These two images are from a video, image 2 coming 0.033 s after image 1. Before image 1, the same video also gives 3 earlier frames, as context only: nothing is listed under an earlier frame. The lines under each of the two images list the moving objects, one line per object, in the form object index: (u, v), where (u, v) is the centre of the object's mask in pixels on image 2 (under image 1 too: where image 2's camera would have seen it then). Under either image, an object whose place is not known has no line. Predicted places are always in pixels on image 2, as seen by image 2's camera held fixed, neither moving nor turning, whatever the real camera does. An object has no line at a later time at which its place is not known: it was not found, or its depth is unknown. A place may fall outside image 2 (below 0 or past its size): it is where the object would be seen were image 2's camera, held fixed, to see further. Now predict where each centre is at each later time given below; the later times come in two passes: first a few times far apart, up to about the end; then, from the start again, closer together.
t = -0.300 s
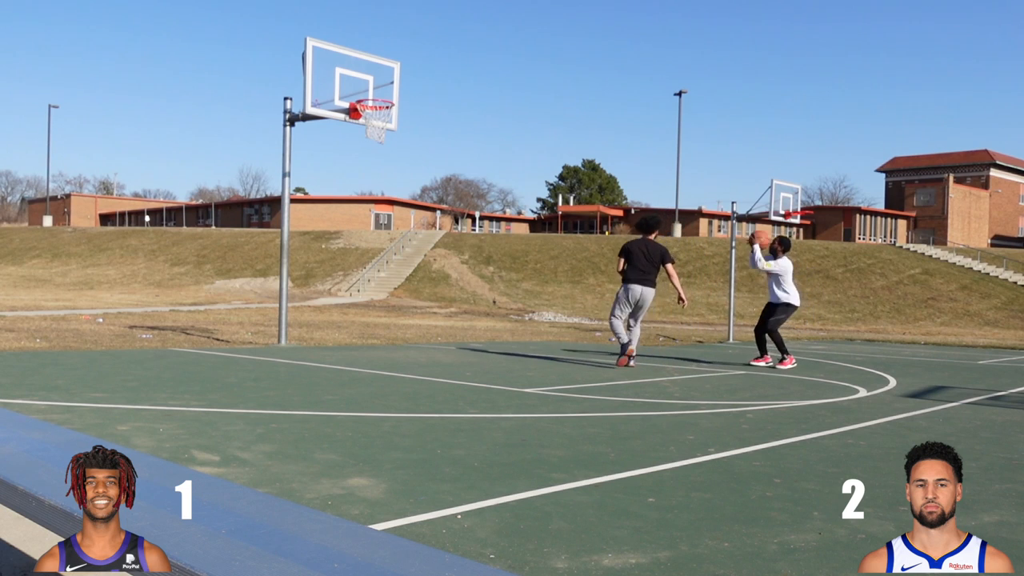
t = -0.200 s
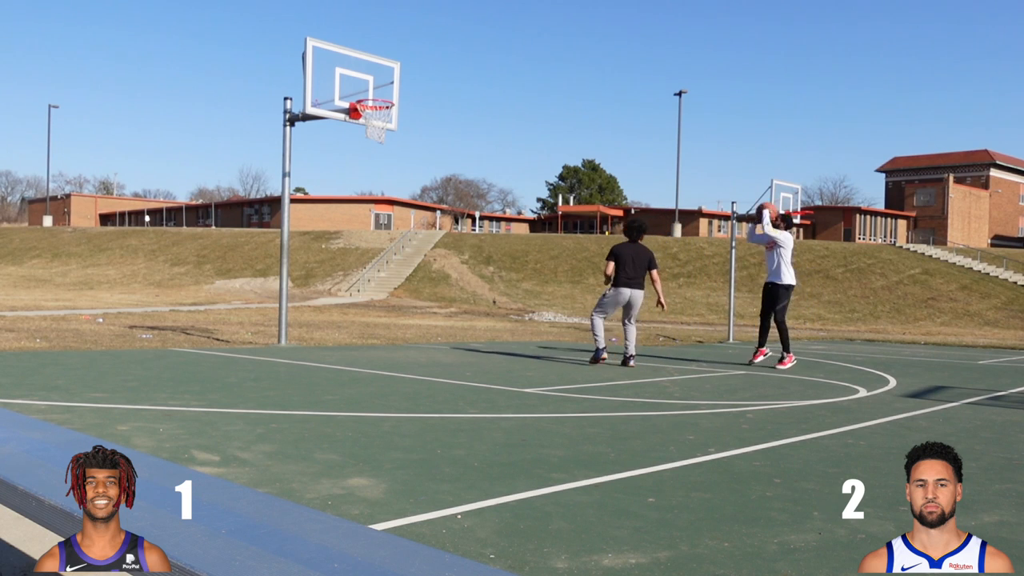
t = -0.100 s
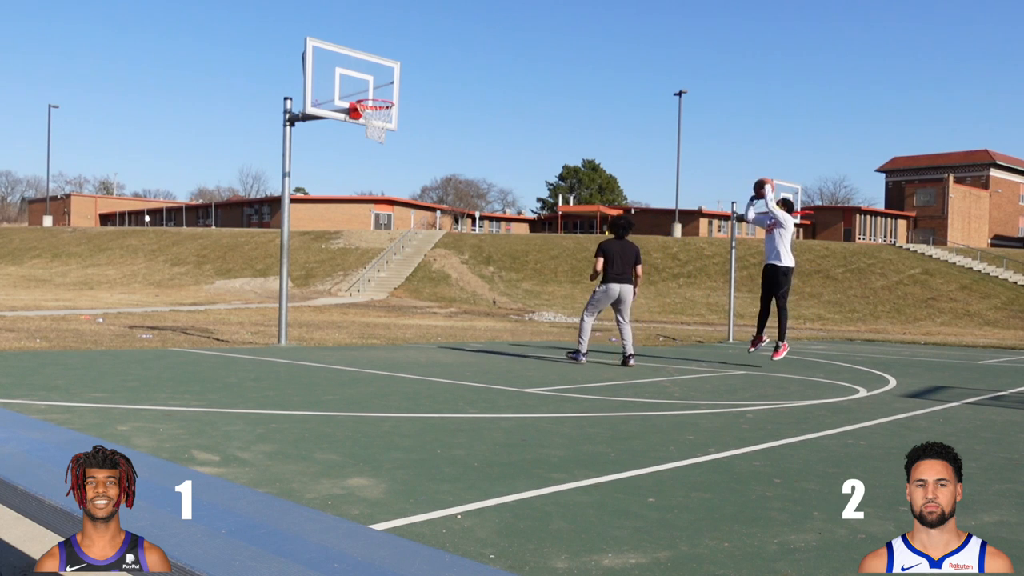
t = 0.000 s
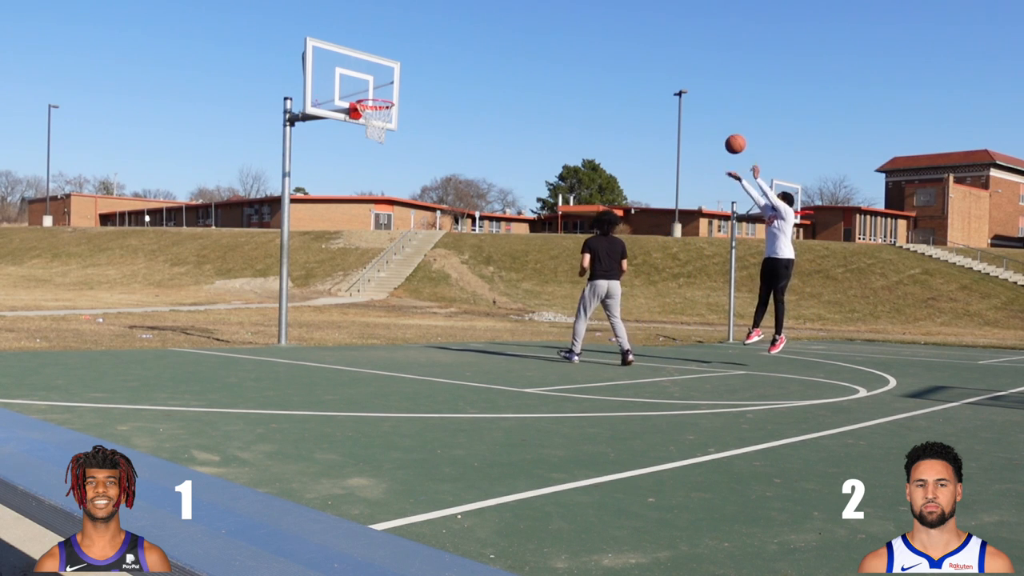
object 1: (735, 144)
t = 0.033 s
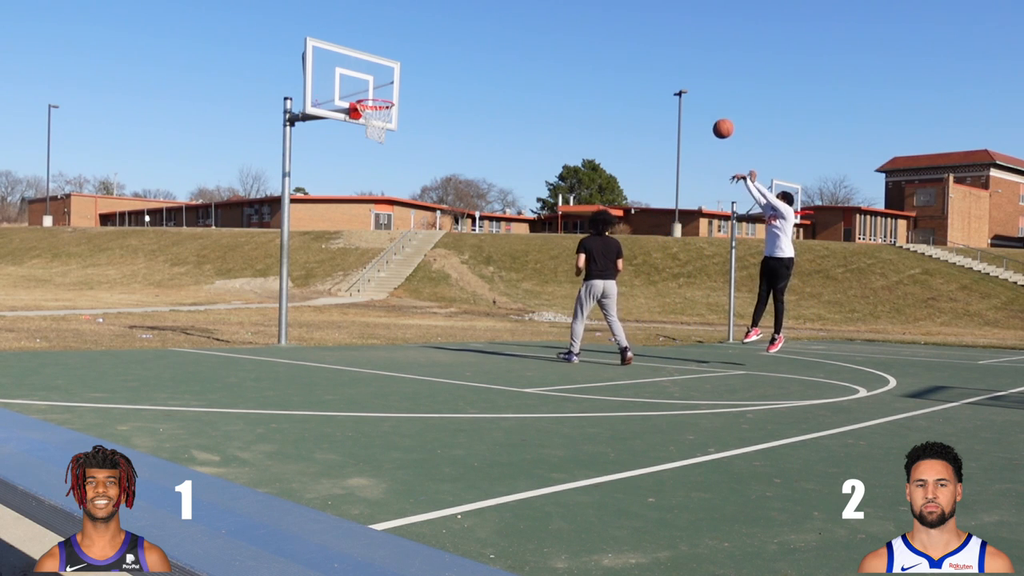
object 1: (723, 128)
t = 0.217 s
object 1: (656, 62)
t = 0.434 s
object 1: (579, 21)
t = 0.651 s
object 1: (503, 19)
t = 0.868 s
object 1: (430, 53)
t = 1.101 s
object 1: (380, 87)
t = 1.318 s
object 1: (413, 69)
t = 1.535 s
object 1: (447, 87)
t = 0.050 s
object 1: (717, 121)
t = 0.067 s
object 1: (711, 114)
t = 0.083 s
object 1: (705, 107)
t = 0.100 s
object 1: (699, 101)
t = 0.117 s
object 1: (692, 95)
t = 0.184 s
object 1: (668, 72)
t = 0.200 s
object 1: (662, 67)
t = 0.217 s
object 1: (656, 62)
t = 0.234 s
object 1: (650, 58)
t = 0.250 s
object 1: (644, 53)
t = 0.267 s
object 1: (638, 49)
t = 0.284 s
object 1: (632, 45)
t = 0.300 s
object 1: (626, 42)
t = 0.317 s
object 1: (620, 38)
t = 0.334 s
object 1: (614, 36)
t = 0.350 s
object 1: (608, 32)
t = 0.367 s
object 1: (602, 30)
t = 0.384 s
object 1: (596, 27)
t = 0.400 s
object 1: (591, 25)
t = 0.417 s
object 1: (585, 23)
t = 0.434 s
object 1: (579, 21)
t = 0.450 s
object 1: (573, 20)
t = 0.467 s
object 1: (567, 18)
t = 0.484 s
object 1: (561, 17)
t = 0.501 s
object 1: (556, 16)
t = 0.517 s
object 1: (550, 16)
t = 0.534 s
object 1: (544, 15)
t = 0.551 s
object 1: (538, 15)
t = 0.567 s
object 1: (533, 15)
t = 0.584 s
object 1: (526, 16)
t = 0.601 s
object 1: (521, 16)
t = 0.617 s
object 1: (515, 17)
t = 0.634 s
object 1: (509, 18)
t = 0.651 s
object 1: (503, 19)
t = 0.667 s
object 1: (498, 20)
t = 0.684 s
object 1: (492, 22)
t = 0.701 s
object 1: (486, 23)
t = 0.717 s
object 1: (481, 25)
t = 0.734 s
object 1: (475, 27)
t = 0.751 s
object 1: (470, 30)
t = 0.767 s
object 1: (464, 33)
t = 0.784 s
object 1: (458, 35)
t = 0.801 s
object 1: (453, 39)
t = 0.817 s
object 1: (447, 42)
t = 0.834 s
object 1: (442, 45)
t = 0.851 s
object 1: (436, 49)
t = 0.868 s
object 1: (430, 53)
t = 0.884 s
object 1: (425, 57)
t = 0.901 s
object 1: (420, 61)
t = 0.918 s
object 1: (414, 66)
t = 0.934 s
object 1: (409, 70)
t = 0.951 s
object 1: (403, 75)
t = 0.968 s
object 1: (398, 80)
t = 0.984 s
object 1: (392, 86)
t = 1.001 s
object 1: (387, 91)
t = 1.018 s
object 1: (382, 94)
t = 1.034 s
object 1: (379, 96)
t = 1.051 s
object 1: (376, 94)
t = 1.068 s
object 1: (375, 92)
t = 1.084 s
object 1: (377, 90)
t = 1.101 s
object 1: (380, 87)
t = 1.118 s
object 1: (382, 84)
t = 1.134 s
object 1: (385, 82)
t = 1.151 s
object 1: (387, 79)
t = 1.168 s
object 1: (390, 77)
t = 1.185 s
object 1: (393, 76)
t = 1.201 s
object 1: (395, 74)
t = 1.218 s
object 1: (398, 73)
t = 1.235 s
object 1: (401, 71)
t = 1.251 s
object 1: (403, 70)
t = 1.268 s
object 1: (406, 70)
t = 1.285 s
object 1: (408, 69)
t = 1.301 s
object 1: (411, 69)
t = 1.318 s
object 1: (413, 69)
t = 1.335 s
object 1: (416, 69)
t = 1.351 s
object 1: (418, 70)
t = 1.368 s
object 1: (421, 70)
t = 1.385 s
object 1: (424, 71)
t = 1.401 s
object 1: (426, 72)
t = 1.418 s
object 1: (429, 73)
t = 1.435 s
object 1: (431, 74)
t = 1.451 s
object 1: (434, 76)
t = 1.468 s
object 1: (437, 78)
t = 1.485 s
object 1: (439, 80)
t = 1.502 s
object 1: (442, 82)
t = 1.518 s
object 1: (444, 84)
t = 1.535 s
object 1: (447, 87)
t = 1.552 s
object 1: (449, 90)
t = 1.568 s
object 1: (452, 93)
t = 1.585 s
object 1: (454, 97)
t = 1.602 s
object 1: (457, 100)
